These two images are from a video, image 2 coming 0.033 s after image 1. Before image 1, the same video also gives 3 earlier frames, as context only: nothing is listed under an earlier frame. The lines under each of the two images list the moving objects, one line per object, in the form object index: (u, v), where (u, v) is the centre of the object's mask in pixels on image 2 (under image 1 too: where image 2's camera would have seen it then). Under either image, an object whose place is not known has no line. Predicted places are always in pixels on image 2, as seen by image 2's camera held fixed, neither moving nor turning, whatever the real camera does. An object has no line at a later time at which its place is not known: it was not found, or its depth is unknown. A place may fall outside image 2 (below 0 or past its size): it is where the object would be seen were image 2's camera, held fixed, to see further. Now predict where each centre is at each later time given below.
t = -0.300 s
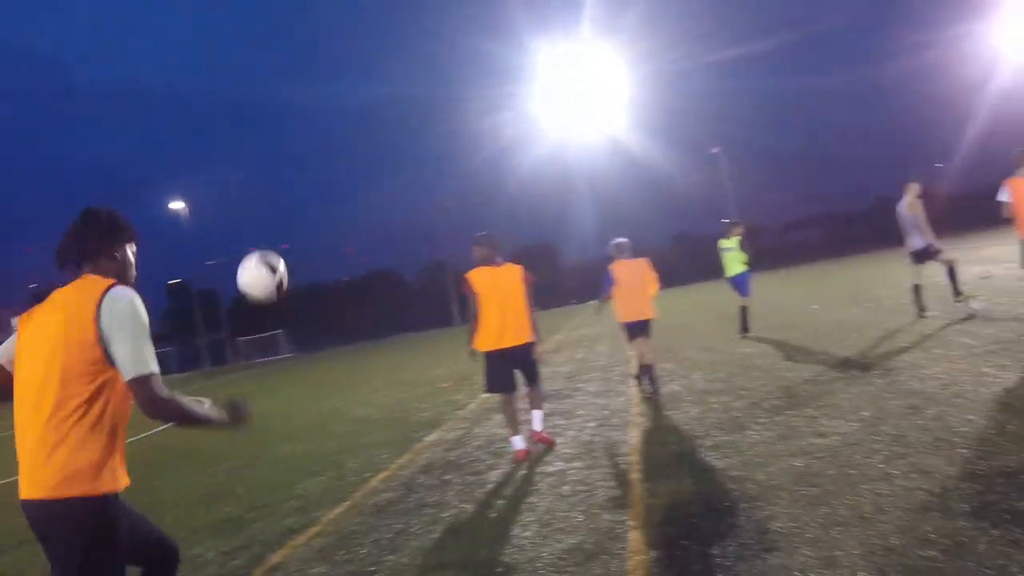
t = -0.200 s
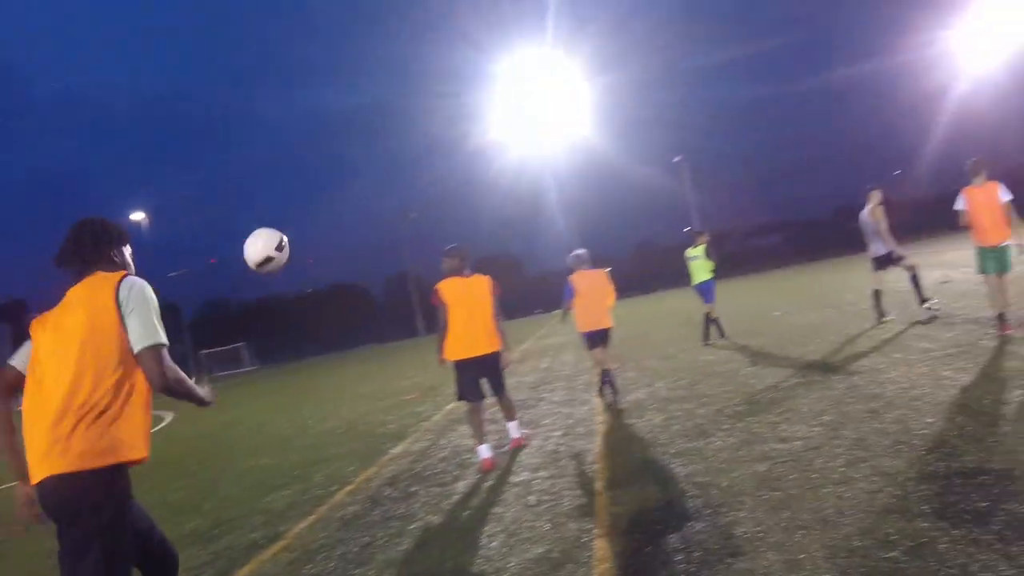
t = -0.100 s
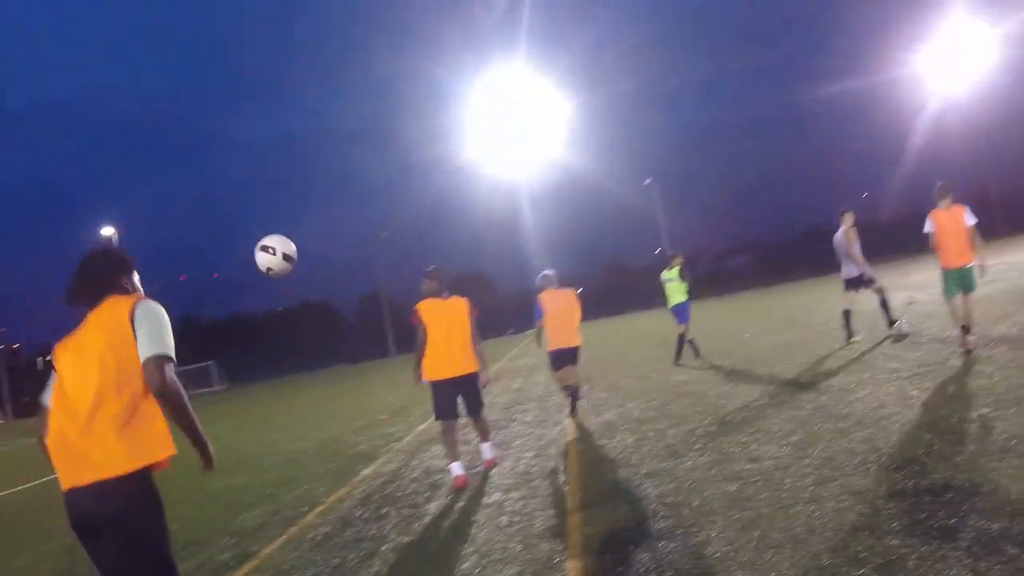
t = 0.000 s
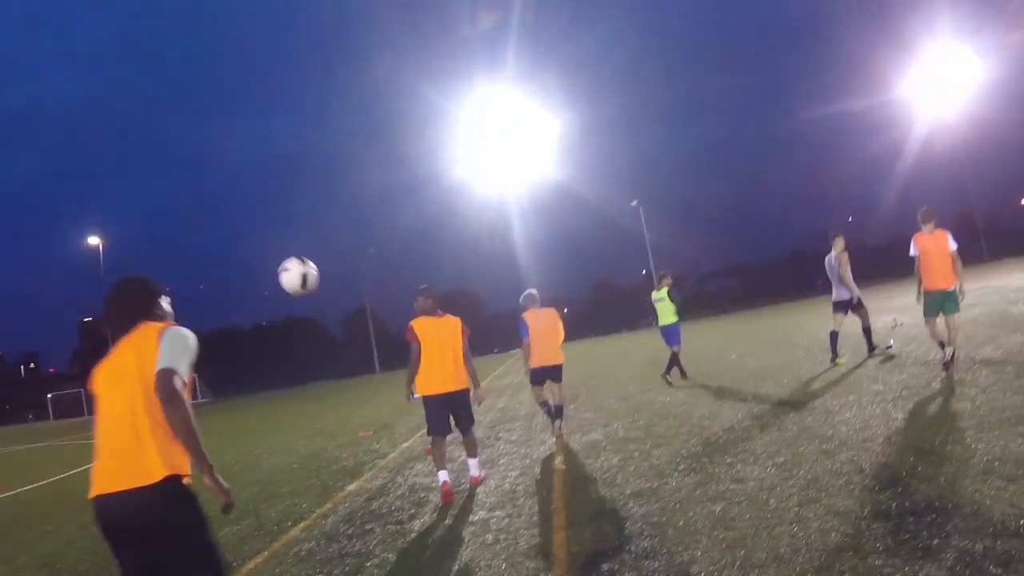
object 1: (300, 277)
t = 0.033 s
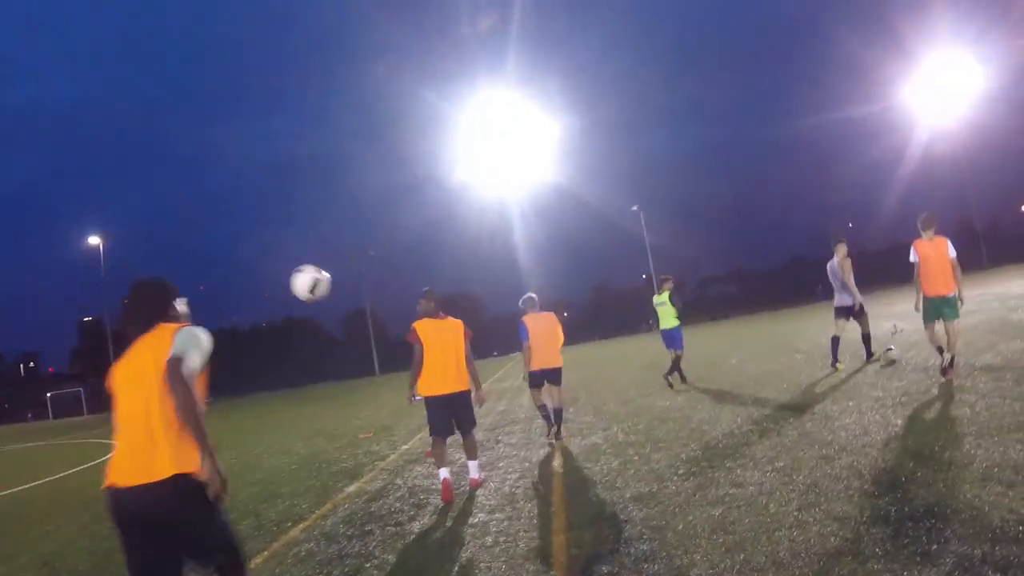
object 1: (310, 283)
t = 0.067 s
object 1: (322, 290)
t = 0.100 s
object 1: (333, 299)
